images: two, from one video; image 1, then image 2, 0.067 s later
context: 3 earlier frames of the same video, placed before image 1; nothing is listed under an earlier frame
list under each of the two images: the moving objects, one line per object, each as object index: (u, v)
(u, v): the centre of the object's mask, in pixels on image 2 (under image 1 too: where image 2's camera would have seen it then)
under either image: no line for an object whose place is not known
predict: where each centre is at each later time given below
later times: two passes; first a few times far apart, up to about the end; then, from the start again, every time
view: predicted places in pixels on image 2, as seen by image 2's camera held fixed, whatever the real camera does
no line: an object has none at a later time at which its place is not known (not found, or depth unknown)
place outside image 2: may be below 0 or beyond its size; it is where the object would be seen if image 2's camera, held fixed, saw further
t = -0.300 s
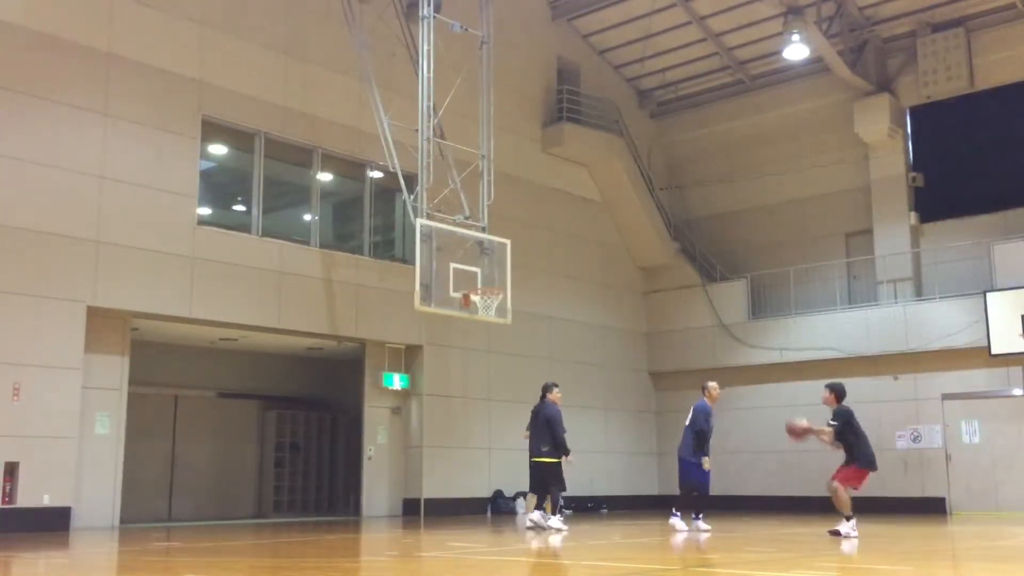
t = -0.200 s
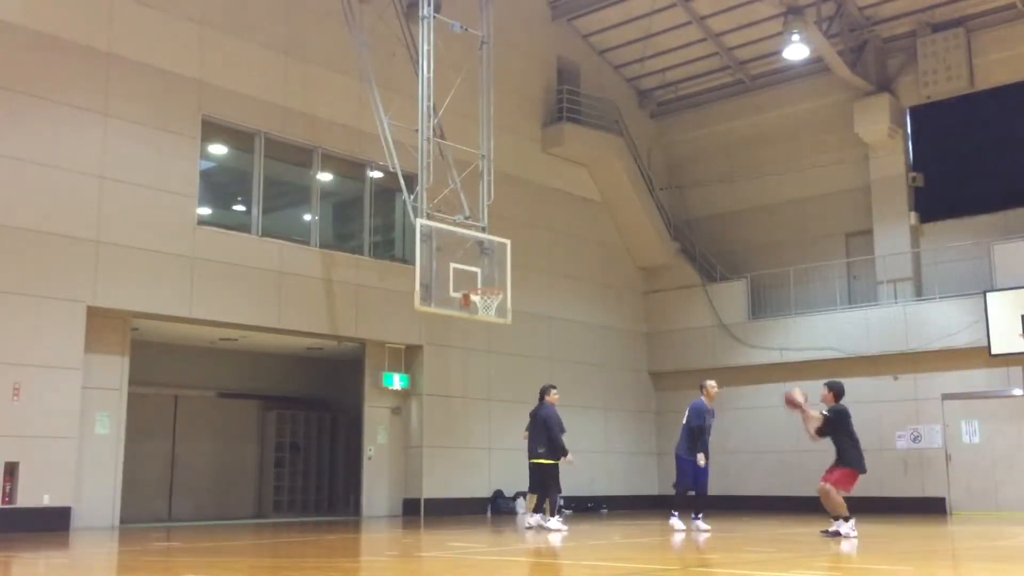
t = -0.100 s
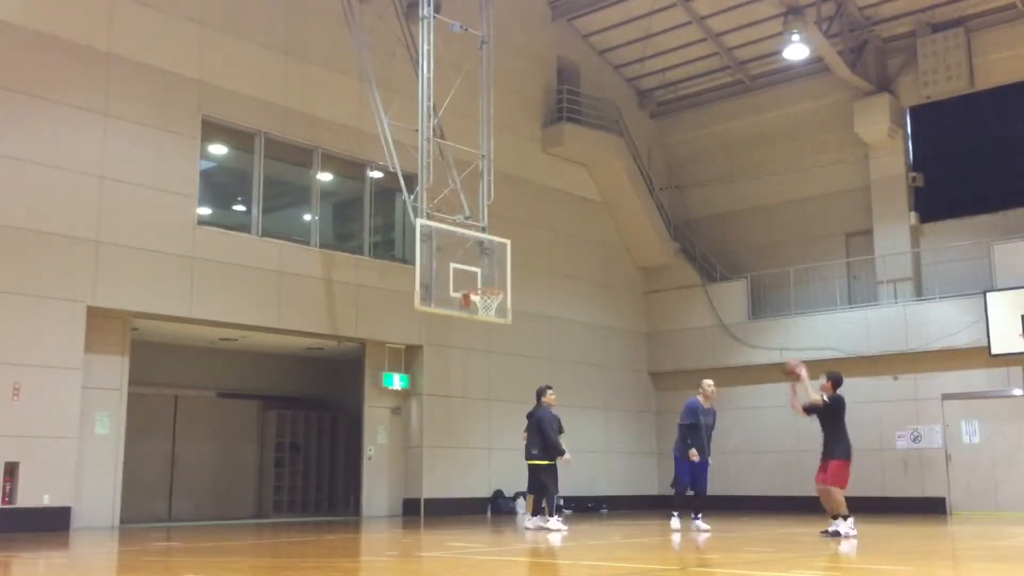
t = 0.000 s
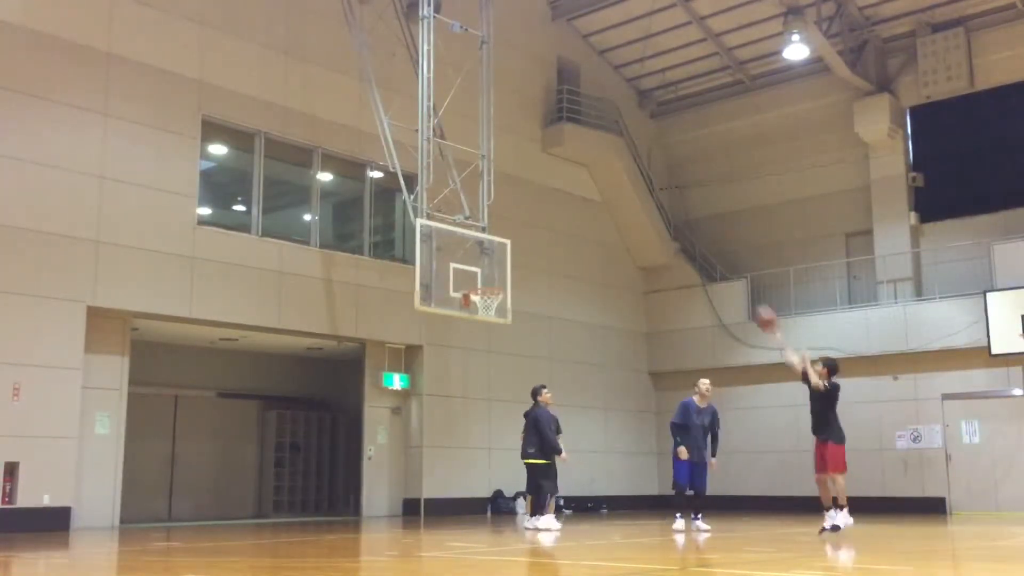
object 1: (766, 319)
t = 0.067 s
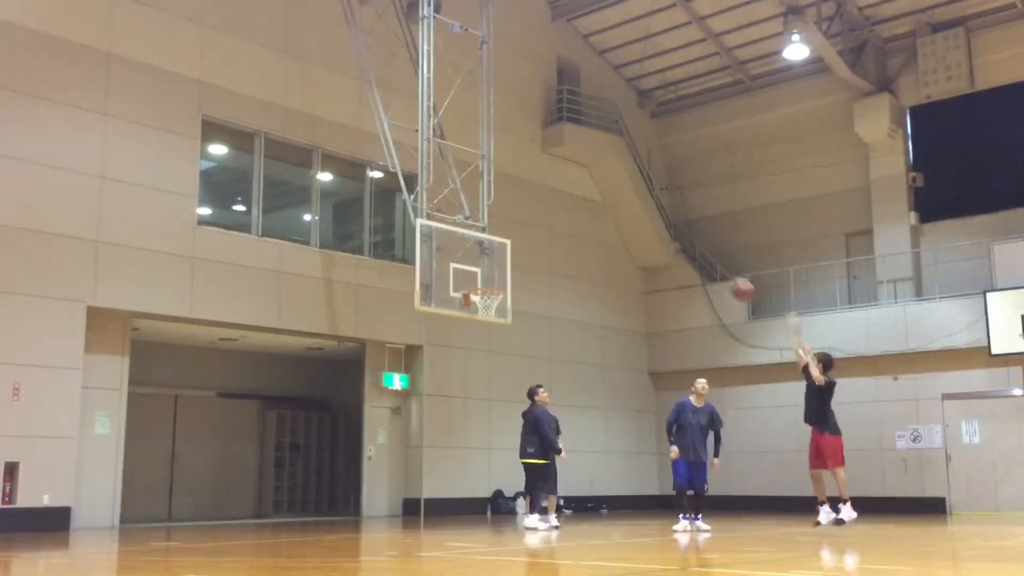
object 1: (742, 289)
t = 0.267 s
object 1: (678, 227)
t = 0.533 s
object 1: (603, 199)
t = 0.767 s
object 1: (544, 220)
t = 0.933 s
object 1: (506, 255)
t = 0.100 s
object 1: (730, 275)
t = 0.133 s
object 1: (720, 263)
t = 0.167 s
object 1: (709, 252)
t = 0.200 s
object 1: (699, 243)
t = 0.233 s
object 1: (688, 235)
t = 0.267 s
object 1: (678, 227)
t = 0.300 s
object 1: (667, 220)
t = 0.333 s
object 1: (658, 215)
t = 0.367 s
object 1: (647, 210)
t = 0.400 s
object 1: (638, 206)
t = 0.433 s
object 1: (629, 203)
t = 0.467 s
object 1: (620, 202)
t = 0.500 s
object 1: (610, 200)
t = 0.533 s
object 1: (603, 199)
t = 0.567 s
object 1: (594, 201)
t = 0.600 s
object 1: (586, 202)
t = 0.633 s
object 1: (577, 204)
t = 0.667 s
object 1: (569, 206)
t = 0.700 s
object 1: (560, 211)
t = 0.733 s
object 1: (552, 214)
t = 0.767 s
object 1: (544, 220)
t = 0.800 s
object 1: (536, 226)
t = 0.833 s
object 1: (529, 232)
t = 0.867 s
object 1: (521, 239)
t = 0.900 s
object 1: (514, 247)
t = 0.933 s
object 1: (506, 255)
